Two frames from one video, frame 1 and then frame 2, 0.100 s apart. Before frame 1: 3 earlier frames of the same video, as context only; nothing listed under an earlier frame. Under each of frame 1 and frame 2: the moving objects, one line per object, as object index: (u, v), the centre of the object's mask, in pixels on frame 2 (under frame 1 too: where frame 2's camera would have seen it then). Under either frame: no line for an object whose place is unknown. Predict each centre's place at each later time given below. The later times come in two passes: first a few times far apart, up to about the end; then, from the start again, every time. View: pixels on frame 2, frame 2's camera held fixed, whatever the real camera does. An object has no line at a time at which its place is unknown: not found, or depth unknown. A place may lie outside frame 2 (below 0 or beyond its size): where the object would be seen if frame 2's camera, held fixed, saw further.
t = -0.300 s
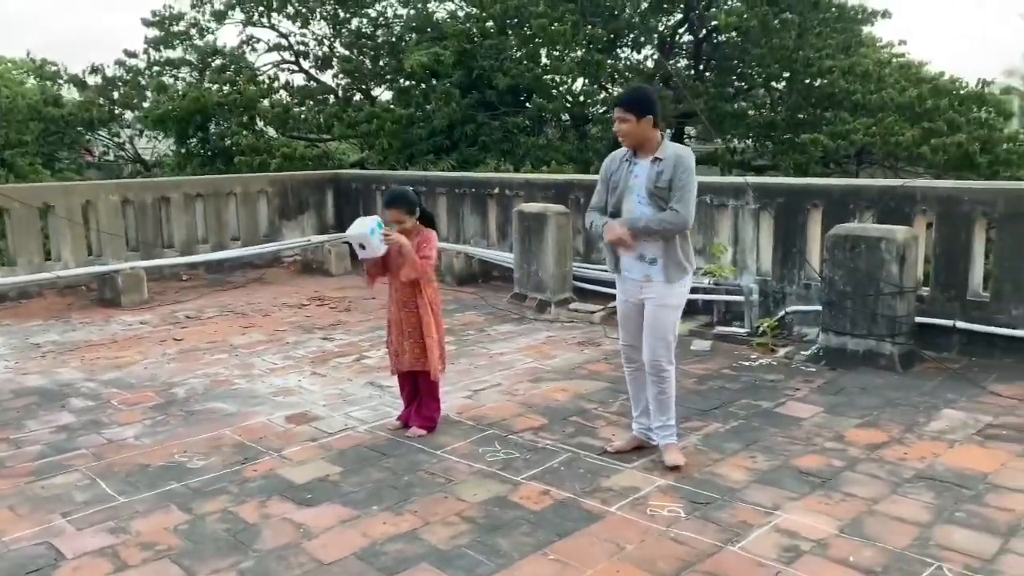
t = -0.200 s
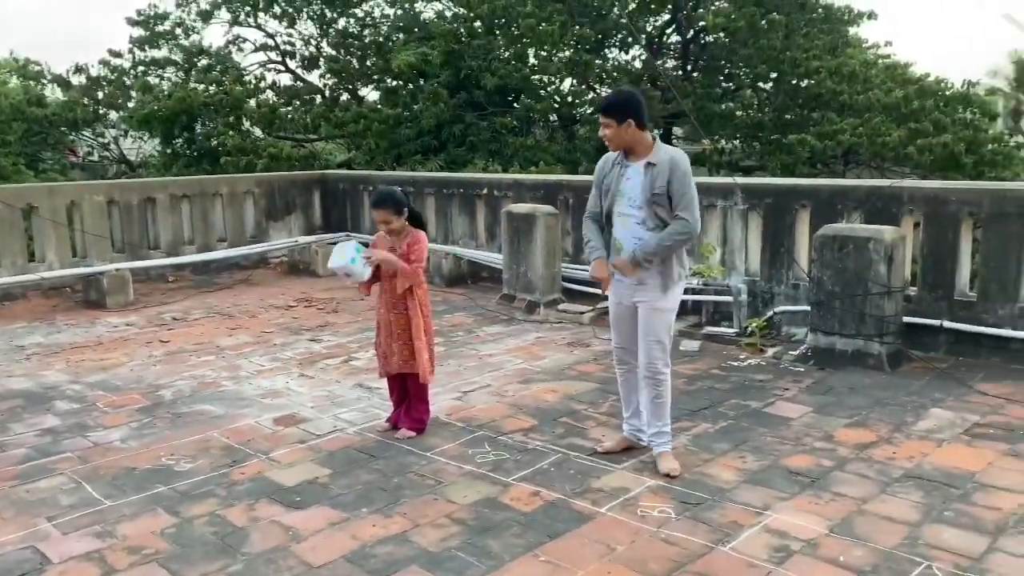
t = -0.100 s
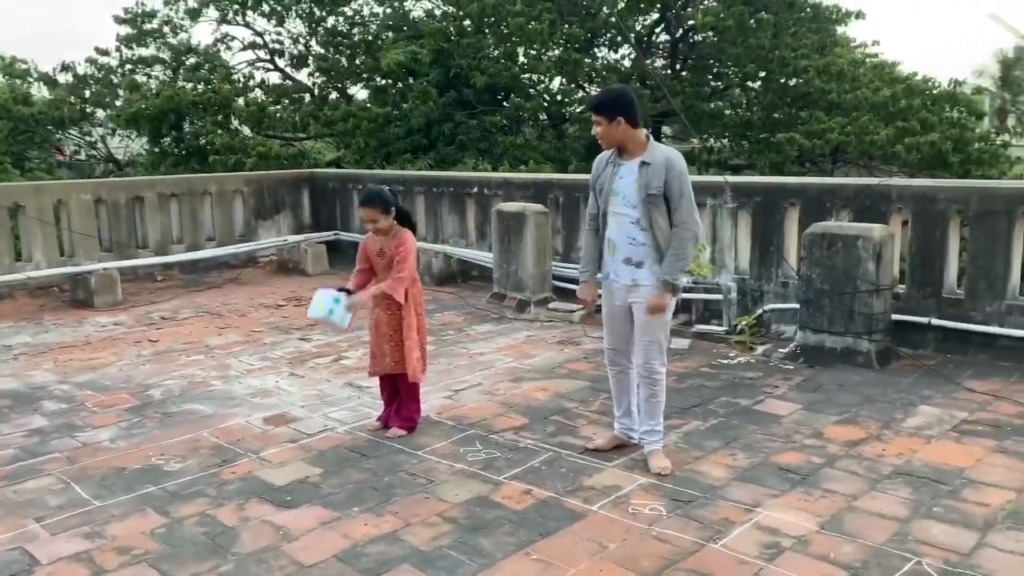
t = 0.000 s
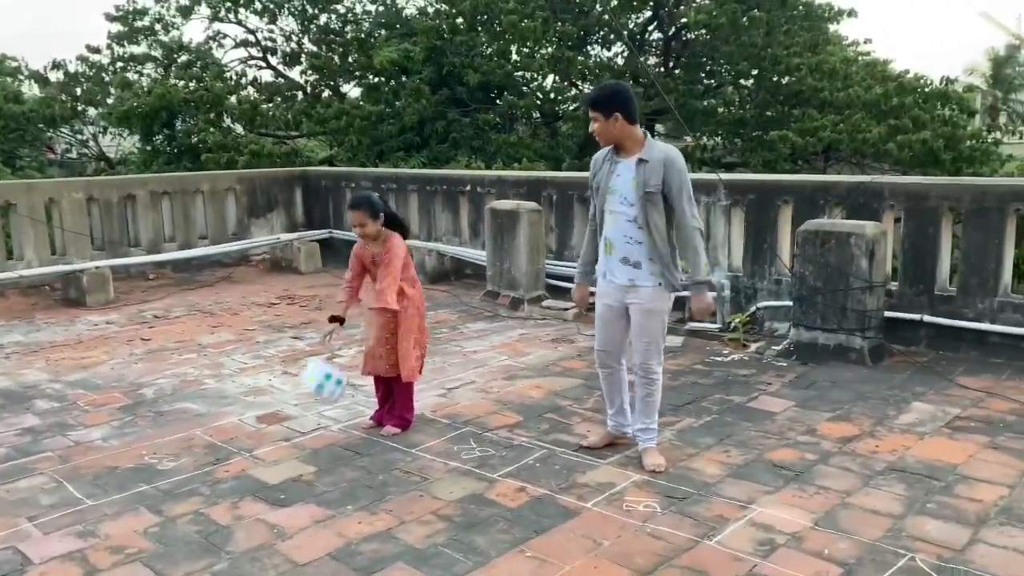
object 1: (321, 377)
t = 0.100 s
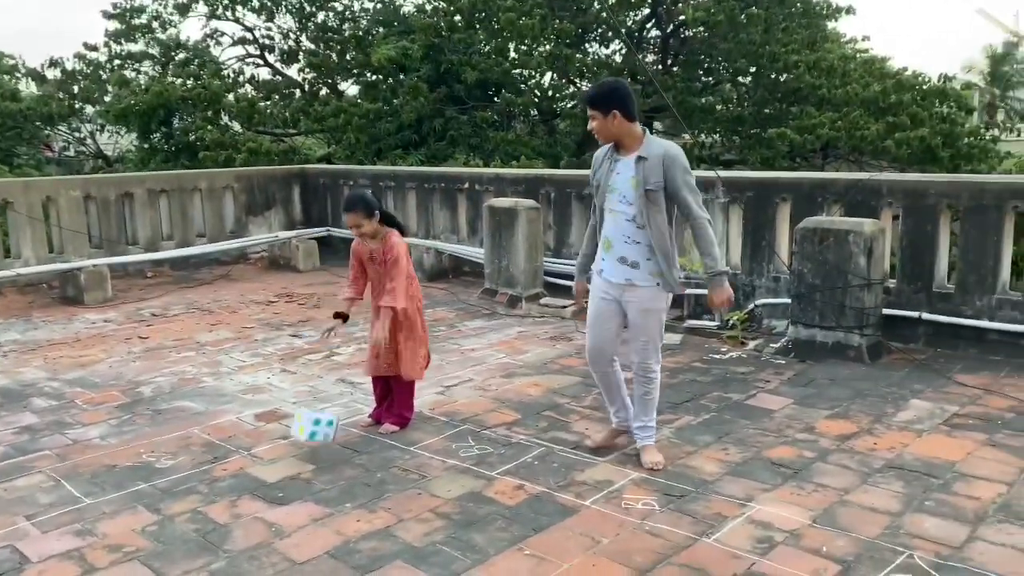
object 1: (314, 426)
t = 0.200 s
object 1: (302, 410)
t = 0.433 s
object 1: (282, 428)
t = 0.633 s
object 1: (281, 421)
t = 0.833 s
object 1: (289, 423)
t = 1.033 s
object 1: (295, 422)
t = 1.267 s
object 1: (301, 421)
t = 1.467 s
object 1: (301, 422)
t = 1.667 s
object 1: (301, 422)
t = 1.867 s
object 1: (301, 422)
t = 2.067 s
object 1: (301, 421)
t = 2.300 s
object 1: (301, 421)
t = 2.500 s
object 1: (301, 421)
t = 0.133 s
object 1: (310, 417)
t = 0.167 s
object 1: (306, 412)
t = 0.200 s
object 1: (302, 410)
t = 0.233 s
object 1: (300, 406)
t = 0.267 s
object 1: (295, 407)
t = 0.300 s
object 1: (290, 409)
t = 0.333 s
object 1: (289, 418)
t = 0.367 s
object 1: (285, 424)
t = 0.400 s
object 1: (284, 431)
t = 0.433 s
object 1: (282, 428)
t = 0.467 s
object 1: (280, 427)
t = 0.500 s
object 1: (280, 425)
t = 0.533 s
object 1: (279, 423)
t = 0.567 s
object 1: (280, 423)
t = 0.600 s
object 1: (280, 422)
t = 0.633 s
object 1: (281, 421)
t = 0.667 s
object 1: (281, 422)
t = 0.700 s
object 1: (283, 422)
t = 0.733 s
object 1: (284, 423)
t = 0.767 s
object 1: (287, 423)
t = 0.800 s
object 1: (288, 423)
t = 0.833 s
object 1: (289, 423)
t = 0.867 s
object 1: (291, 423)
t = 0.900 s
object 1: (291, 423)
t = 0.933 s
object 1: (292, 422)
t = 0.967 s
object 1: (293, 422)
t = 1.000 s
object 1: (294, 423)
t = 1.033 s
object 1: (295, 422)
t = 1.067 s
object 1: (297, 423)
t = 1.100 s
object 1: (299, 423)
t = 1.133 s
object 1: (299, 422)
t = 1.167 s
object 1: (300, 422)
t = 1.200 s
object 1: (300, 421)
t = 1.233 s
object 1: (301, 421)
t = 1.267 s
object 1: (301, 421)
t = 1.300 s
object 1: (301, 422)
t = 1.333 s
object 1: (301, 422)
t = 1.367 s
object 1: (301, 422)
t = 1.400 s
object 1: (301, 422)
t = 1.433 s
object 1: (301, 422)
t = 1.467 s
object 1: (301, 422)
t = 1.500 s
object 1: (301, 422)
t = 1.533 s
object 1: (301, 421)
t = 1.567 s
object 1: (302, 422)
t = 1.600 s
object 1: (301, 422)
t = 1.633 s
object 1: (301, 422)
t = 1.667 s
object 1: (301, 422)
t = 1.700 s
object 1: (301, 422)
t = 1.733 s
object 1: (301, 422)
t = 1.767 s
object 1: (301, 422)
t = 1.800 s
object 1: (301, 422)
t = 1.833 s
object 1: (301, 422)
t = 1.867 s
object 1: (301, 422)
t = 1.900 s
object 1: (301, 422)
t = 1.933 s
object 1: (301, 422)
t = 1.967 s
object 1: (301, 422)
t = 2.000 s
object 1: (301, 422)
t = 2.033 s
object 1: (301, 422)
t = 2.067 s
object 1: (301, 421)
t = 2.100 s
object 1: (301, 421)
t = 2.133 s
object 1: (301, 421)
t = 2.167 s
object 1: (301, 421)
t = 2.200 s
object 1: (301, 421)
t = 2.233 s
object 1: (301, 421)
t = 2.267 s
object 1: (301, 421)
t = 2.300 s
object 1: (301, 421)
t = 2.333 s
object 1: (301, 421)
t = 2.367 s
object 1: (302, 421)
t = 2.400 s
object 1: (302, 421)
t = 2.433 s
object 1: (301, 421)
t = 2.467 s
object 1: (301, 421)
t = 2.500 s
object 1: (301, 421)
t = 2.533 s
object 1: (301, 421)
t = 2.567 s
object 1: (302, 421)
